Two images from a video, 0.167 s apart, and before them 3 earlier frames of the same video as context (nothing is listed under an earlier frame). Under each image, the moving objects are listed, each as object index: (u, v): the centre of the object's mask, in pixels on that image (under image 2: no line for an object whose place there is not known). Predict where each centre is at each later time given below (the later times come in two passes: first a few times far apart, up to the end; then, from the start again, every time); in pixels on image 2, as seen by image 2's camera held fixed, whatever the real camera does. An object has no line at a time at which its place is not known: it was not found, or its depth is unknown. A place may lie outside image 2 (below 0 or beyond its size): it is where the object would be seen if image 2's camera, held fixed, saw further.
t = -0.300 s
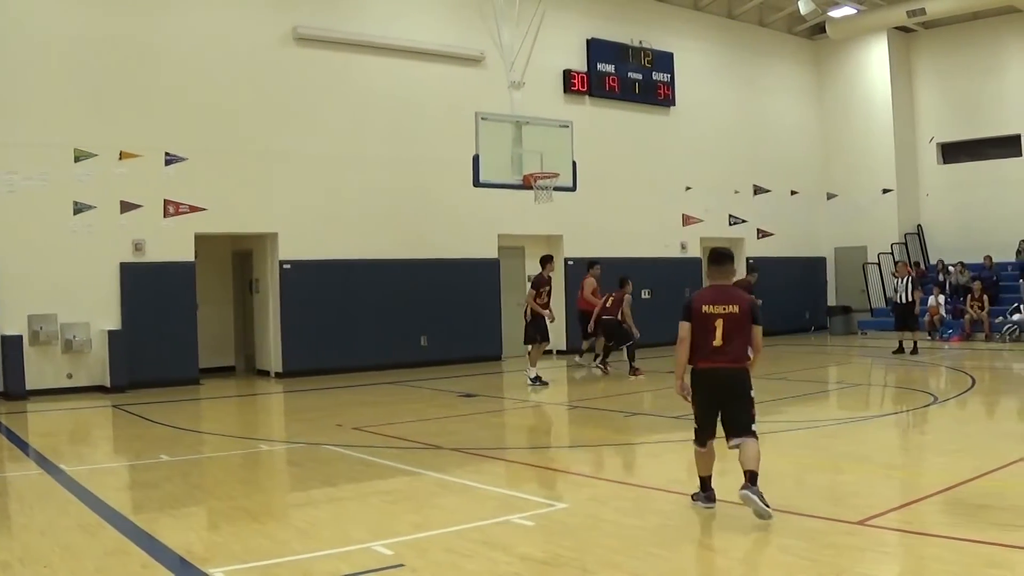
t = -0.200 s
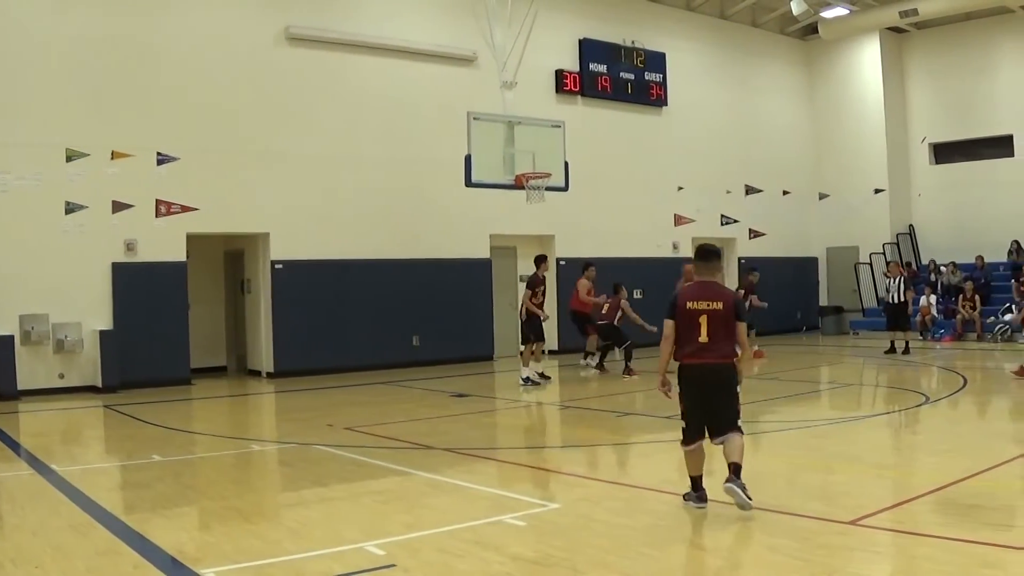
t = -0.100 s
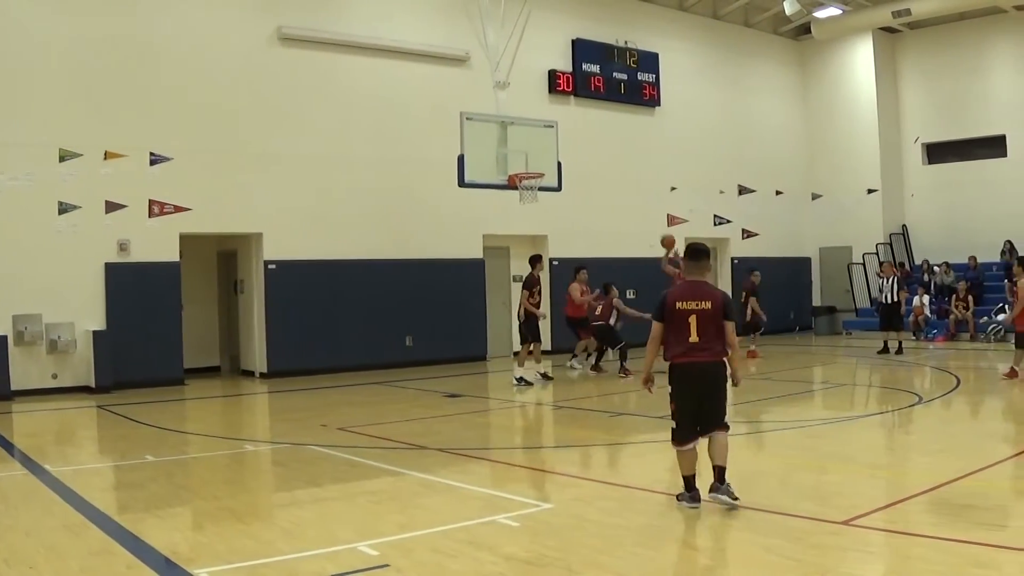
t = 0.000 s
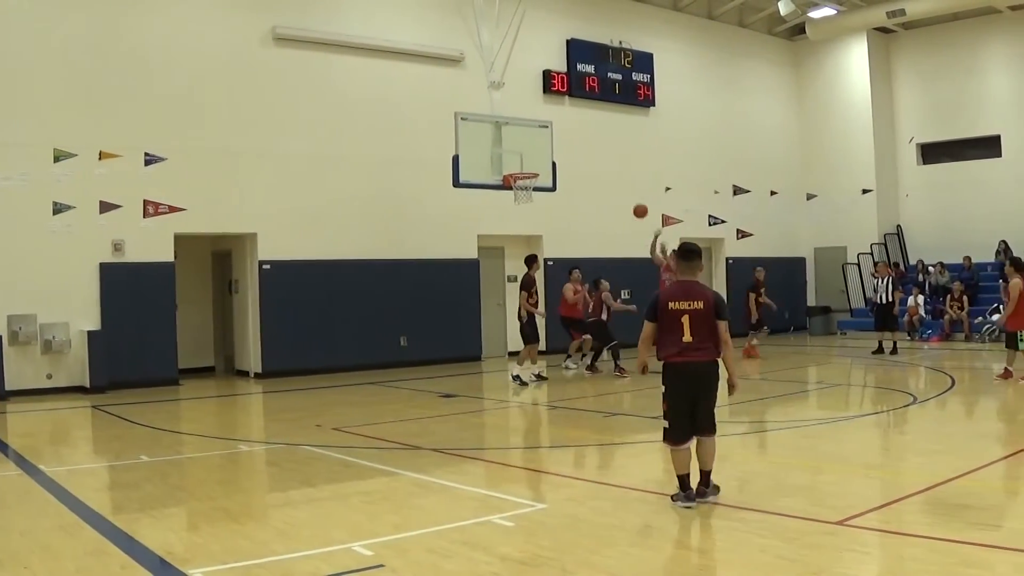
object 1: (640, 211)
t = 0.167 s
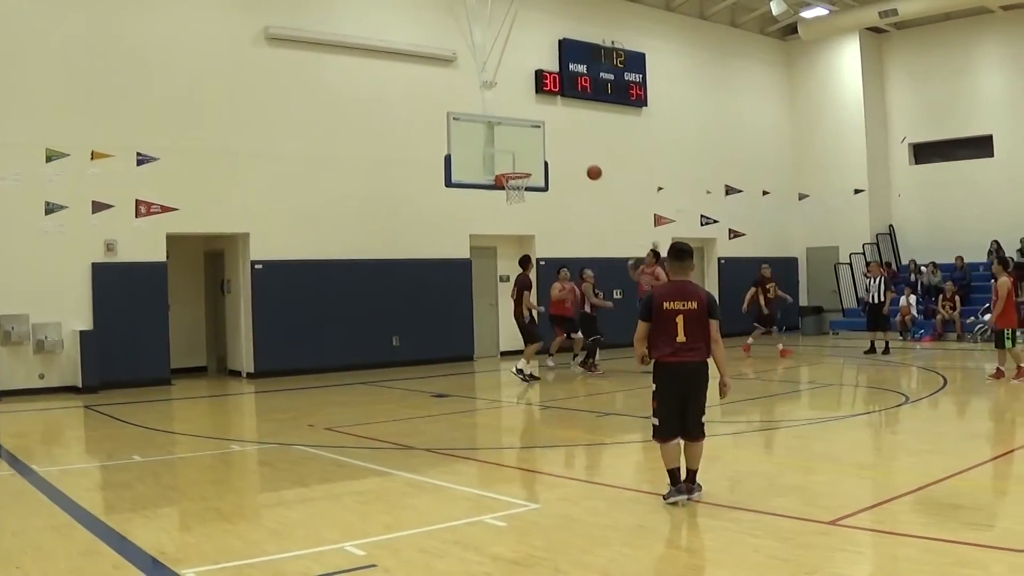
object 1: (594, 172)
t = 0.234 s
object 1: (579, 162)
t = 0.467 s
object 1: (525, 148)
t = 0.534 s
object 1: (510, 151)
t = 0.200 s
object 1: (586, 167)
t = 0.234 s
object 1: (579, 162)
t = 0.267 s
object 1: (571, 158)
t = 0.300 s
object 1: (563, 154)
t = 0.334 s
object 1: (556, 152)
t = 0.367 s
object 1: (548, 150)
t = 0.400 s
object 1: (540, 149)
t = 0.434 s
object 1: (533, 148)
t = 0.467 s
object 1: (525, 148)
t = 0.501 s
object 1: (517, 149)
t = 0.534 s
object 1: (510, 151)
